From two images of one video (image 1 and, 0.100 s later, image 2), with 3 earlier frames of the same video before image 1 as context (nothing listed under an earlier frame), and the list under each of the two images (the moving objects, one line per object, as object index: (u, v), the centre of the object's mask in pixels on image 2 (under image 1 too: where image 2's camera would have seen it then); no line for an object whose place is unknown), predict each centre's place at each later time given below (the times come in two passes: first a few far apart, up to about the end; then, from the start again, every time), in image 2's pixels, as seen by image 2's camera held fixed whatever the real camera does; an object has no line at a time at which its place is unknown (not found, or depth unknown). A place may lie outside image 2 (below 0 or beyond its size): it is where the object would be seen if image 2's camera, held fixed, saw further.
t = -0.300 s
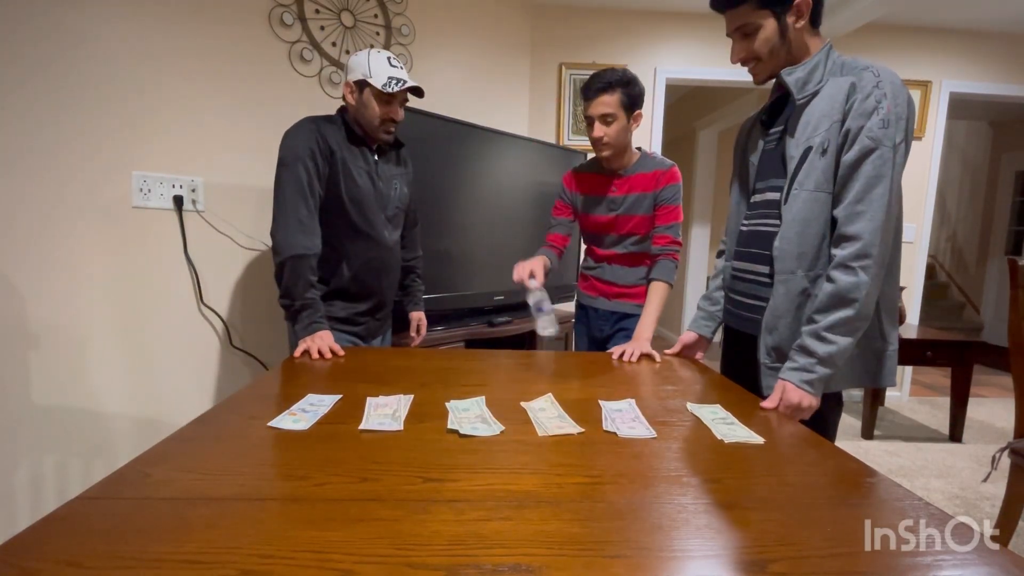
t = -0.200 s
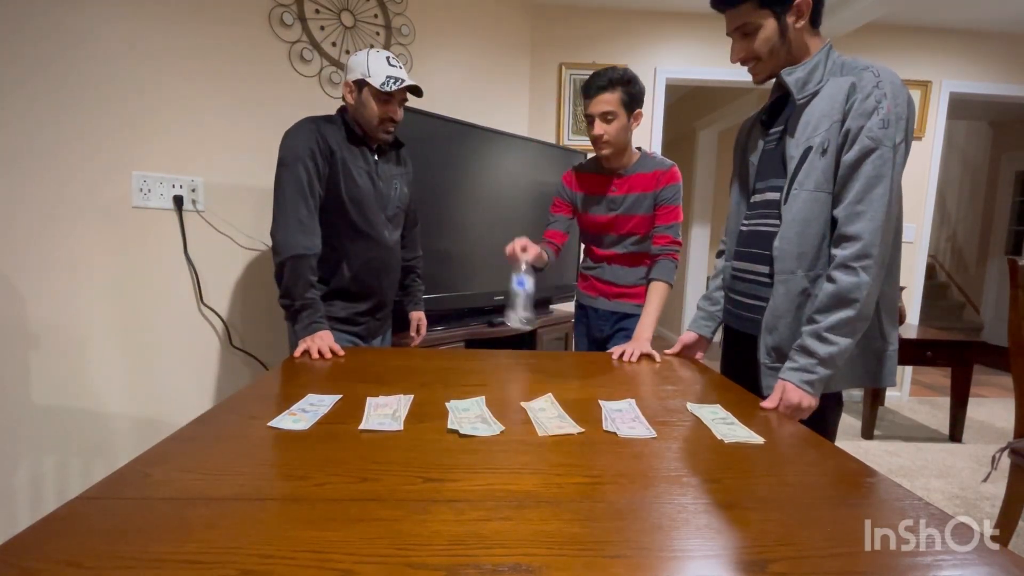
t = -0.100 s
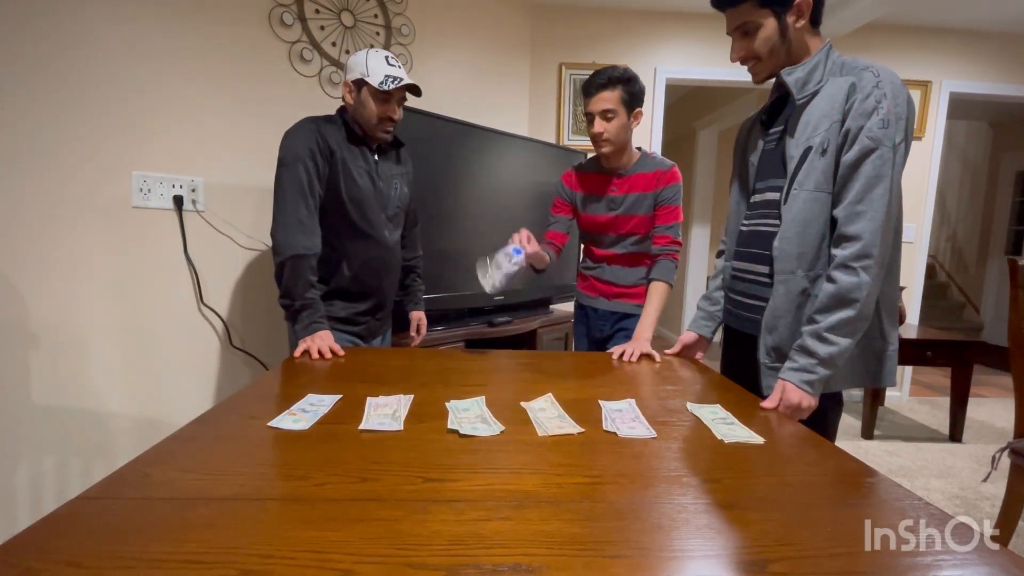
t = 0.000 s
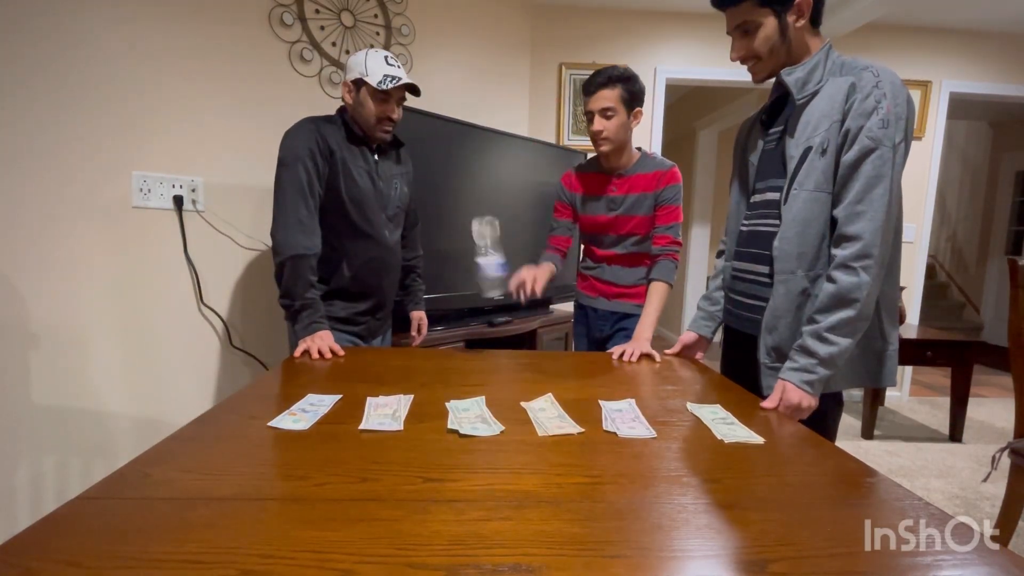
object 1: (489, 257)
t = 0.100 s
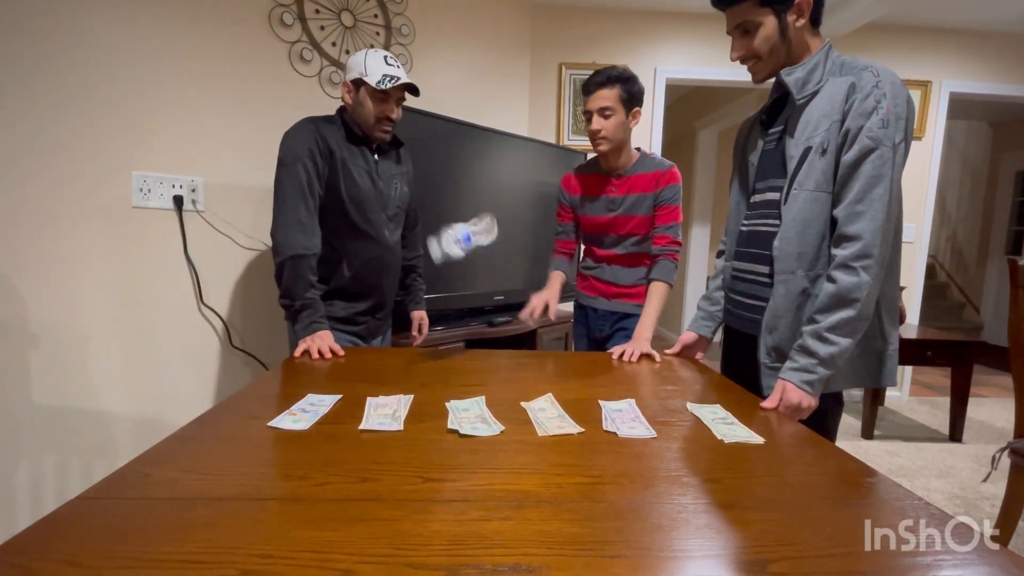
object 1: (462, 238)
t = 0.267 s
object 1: (471, 300)
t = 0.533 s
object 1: (463, 331)
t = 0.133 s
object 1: (462, 234)
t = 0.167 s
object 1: (465, 240)
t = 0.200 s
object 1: (468, 252)
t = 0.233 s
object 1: (470, 273)
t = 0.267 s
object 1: (471, 300)
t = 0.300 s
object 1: (472, 326)
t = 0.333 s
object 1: (471, 328)
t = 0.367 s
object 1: (470, 329)
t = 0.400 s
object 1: (469, 329)
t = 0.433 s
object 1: (469, 329)
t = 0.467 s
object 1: (467, 329)
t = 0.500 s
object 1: (464, 330)
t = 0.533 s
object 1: (463, 331)
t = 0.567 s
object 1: (463, 331)
